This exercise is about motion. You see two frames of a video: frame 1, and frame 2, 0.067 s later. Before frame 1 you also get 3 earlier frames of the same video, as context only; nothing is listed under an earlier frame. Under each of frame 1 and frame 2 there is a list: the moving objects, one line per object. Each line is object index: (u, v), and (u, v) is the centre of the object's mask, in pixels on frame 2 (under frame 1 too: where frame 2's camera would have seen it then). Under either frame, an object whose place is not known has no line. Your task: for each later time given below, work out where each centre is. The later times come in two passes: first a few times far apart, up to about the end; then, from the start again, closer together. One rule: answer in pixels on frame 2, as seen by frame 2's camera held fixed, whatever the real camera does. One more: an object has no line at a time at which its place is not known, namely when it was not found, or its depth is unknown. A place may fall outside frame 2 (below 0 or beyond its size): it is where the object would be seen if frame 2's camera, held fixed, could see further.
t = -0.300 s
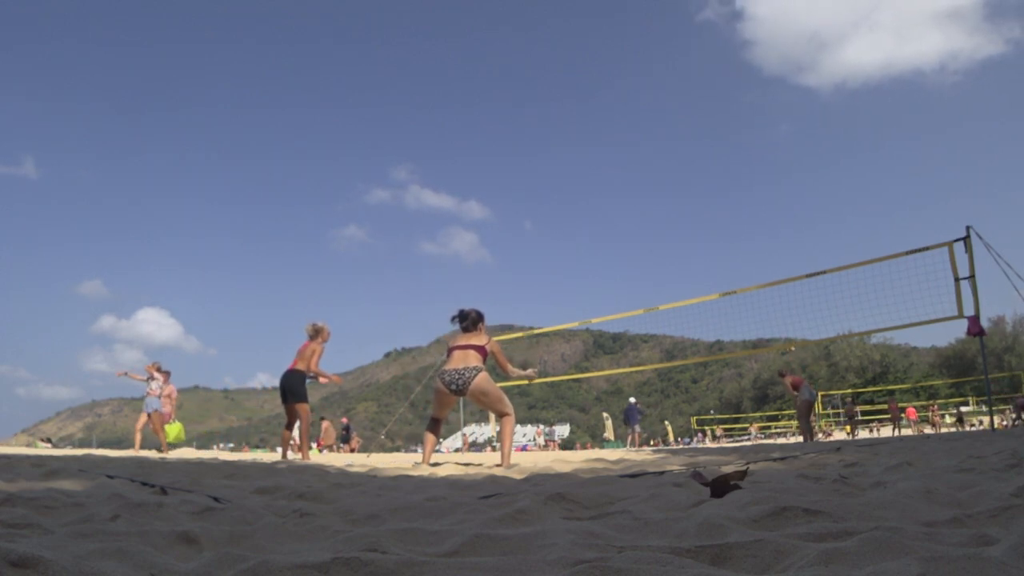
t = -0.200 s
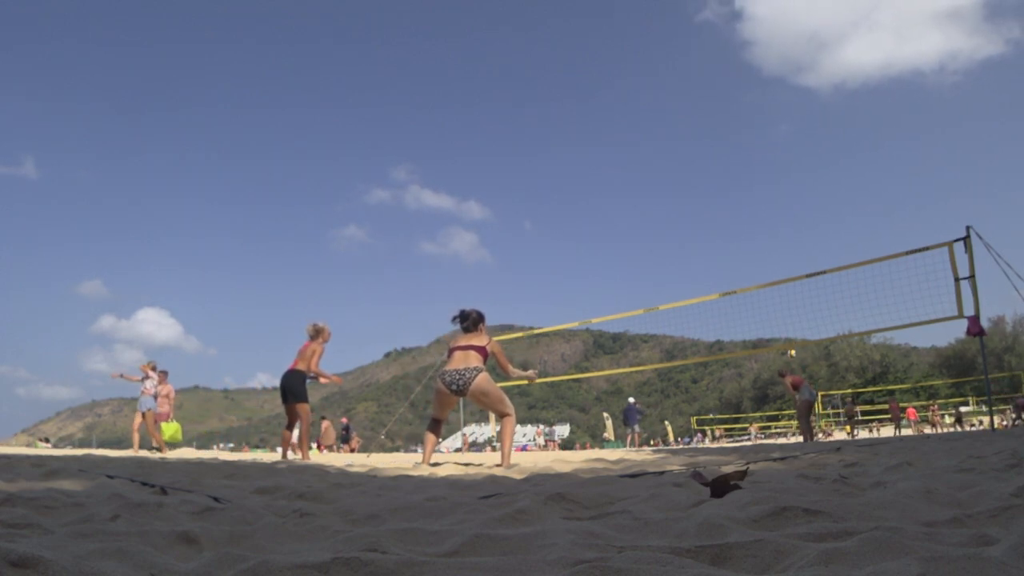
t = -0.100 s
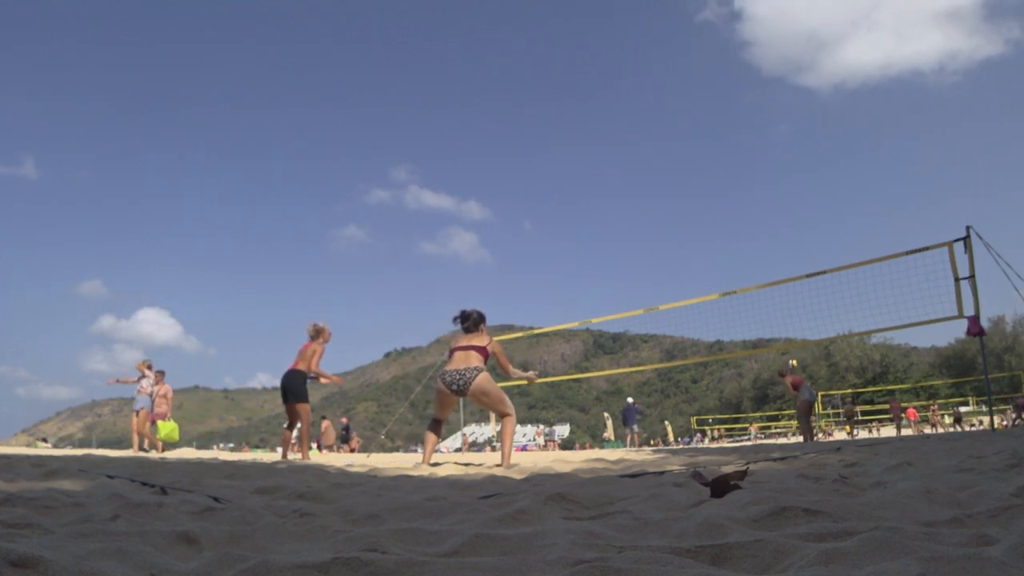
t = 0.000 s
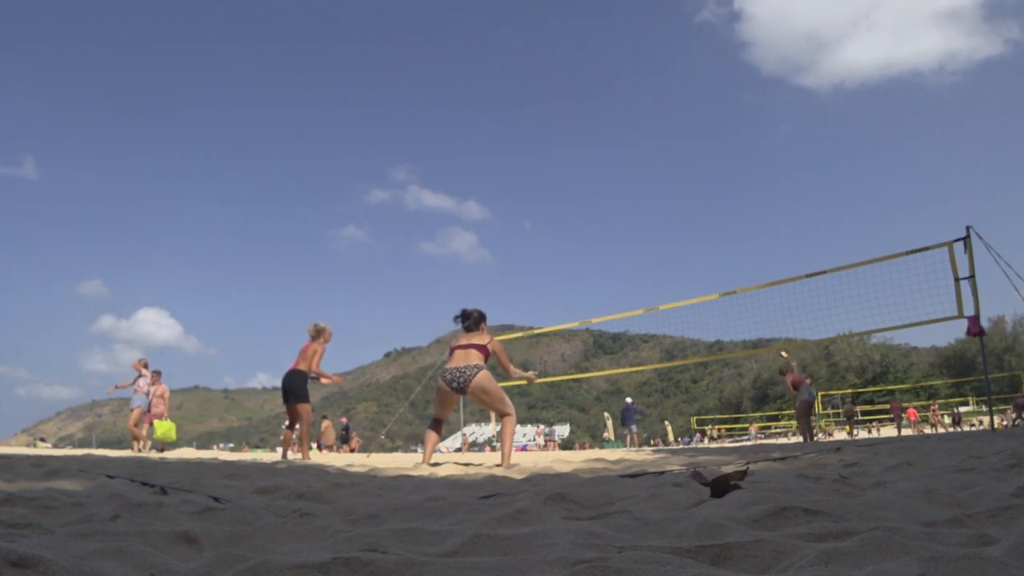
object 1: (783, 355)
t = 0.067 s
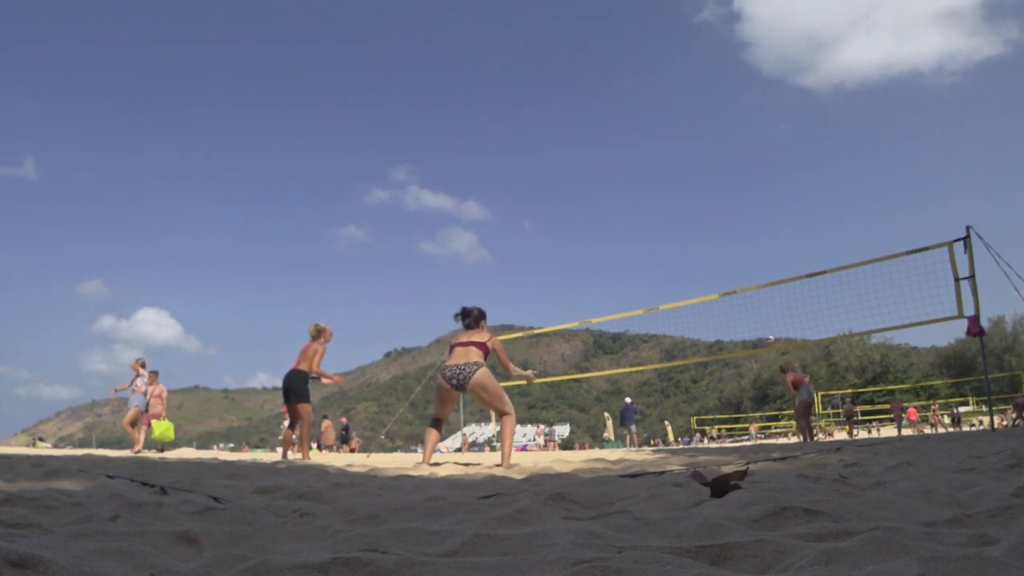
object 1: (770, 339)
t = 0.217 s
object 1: (740, 307)
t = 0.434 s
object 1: (693, 273)
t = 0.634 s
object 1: (645, 256)
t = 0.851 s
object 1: (584, 257)
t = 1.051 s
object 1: (518, 283)
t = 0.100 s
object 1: (763, 332)
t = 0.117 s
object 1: (760, 328)
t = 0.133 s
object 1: (757, 324)
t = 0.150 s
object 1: (754, 321)
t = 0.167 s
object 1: (750, 317)
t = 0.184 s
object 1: (747, 314)
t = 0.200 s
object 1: (743, 311)
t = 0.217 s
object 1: (740, 307)
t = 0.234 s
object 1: (736, 304)
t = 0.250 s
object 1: (732, 301)
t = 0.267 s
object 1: (729, 298)
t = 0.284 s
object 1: (726, 297)
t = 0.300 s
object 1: (722, 290)
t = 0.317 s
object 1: (719, 289)
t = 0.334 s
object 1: (715, 287)
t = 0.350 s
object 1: (711, 284)
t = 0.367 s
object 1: (708, 282)
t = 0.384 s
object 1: (704, 280)
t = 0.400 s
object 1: (700, 277)
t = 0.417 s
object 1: (696, 275)
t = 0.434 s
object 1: (693, 273)
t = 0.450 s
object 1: (689, 271)
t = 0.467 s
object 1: (685, 269)
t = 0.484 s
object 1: (681, 267)
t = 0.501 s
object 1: (678, 265)
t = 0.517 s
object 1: (673, 263)
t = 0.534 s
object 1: (669, 262)
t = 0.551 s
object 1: (665, 261)
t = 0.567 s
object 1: (661, 260)
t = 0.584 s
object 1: (657, 259)
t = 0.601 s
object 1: (653, 258)
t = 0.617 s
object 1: (649, 257)
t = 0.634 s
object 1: (645, 256)
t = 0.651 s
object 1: (640, 255)
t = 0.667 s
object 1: (636, 254)
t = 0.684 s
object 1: (631, 254)
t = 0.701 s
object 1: (627, 254)
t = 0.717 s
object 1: (622, 253)
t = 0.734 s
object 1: (618, 253)
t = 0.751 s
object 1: (614, 253)
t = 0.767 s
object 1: (609, 254)
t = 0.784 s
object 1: (604, 254)
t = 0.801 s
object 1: (599, 254)
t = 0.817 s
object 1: (594, 255)
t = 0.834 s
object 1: (589, 256)
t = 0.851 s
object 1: (584, 257)
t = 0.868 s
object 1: (579, 258)
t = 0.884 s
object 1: (574, 260)
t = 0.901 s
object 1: (569, 261)
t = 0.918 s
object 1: (563, 263)
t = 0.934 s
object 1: (558, 265)
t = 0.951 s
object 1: (552, 266)
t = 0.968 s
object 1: (547, 269)
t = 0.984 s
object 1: (541, 271)
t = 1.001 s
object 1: (535, 274)
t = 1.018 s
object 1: (530, 277)
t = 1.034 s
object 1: (524, 279)
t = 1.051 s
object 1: (518, 283)
